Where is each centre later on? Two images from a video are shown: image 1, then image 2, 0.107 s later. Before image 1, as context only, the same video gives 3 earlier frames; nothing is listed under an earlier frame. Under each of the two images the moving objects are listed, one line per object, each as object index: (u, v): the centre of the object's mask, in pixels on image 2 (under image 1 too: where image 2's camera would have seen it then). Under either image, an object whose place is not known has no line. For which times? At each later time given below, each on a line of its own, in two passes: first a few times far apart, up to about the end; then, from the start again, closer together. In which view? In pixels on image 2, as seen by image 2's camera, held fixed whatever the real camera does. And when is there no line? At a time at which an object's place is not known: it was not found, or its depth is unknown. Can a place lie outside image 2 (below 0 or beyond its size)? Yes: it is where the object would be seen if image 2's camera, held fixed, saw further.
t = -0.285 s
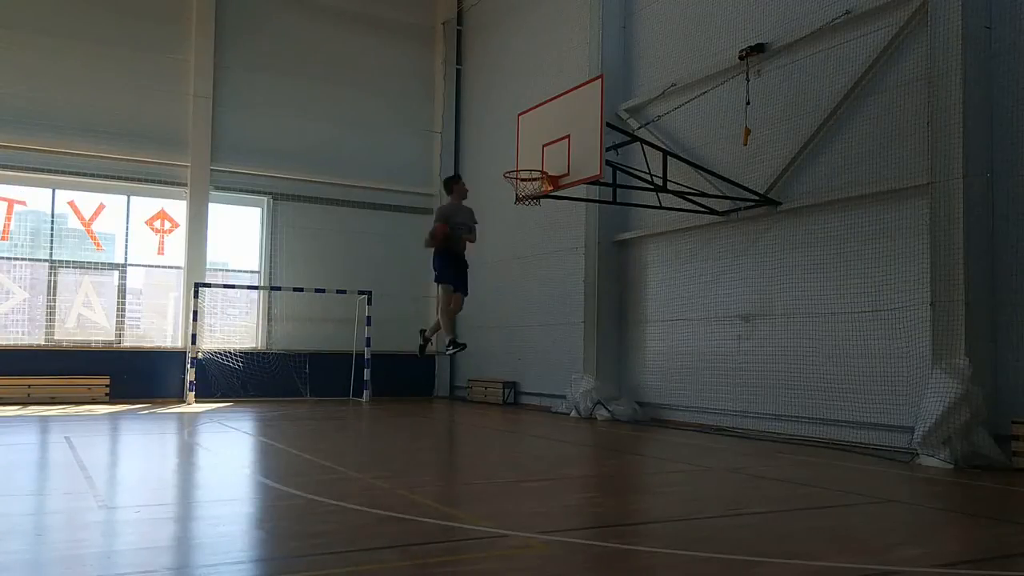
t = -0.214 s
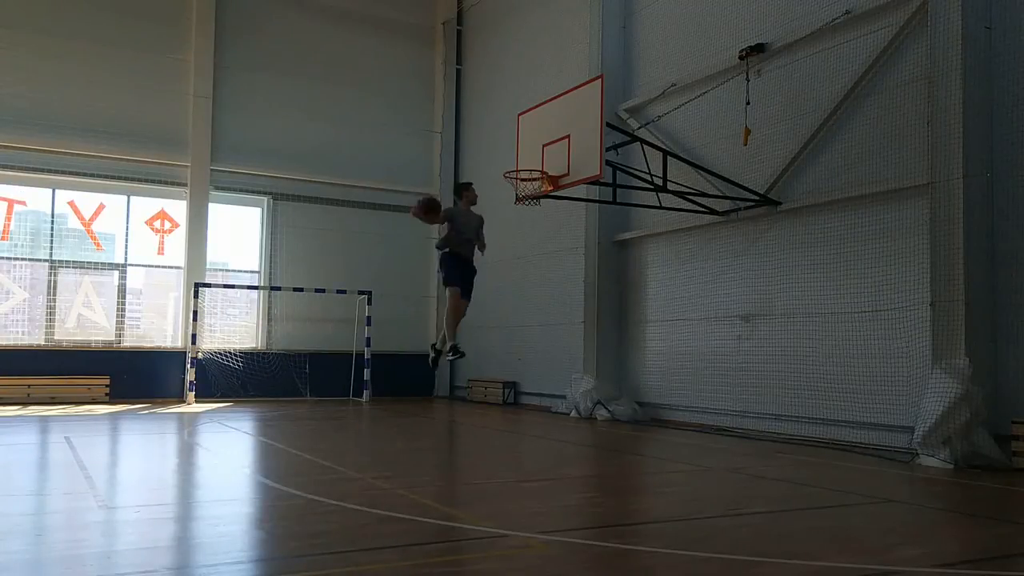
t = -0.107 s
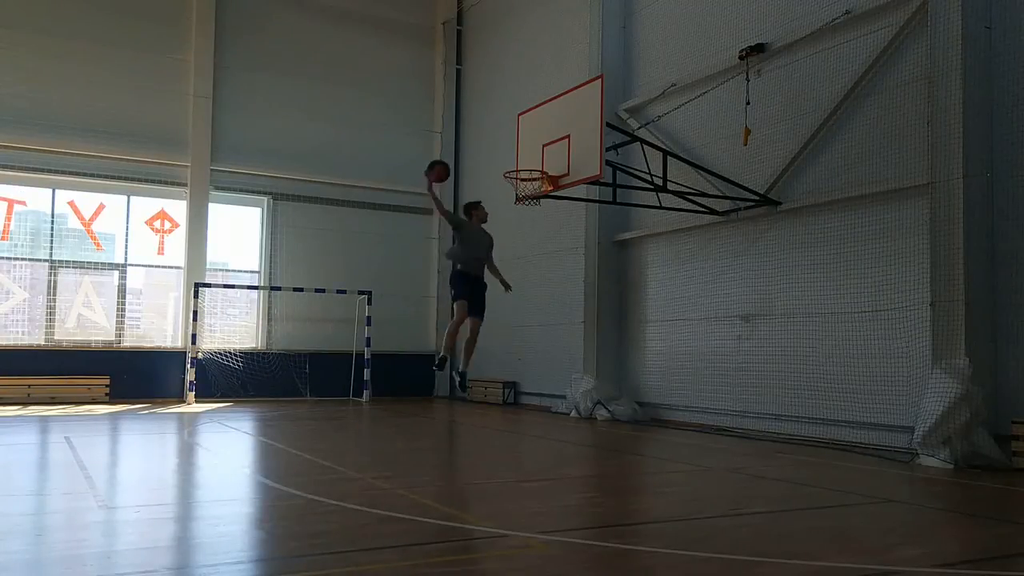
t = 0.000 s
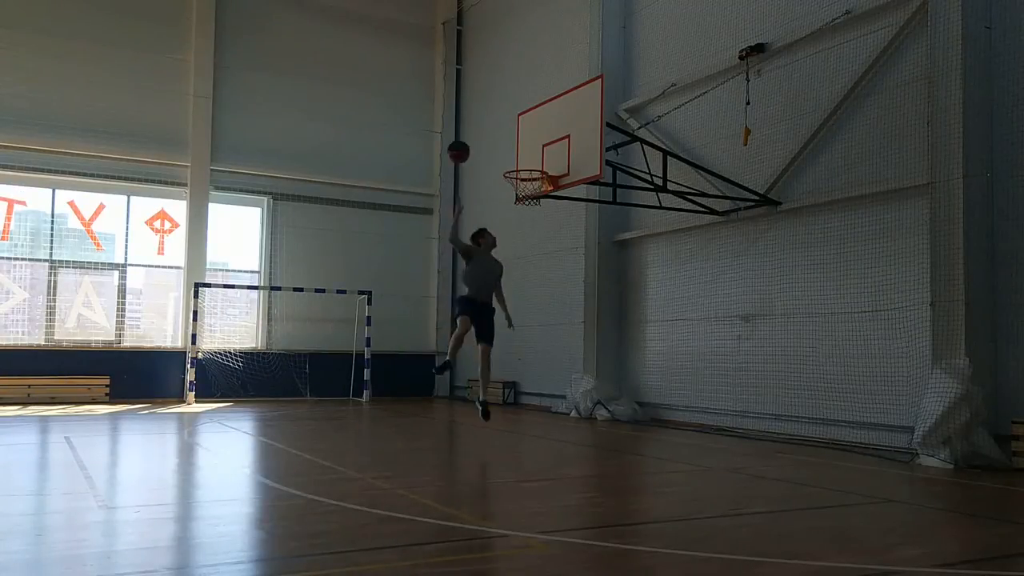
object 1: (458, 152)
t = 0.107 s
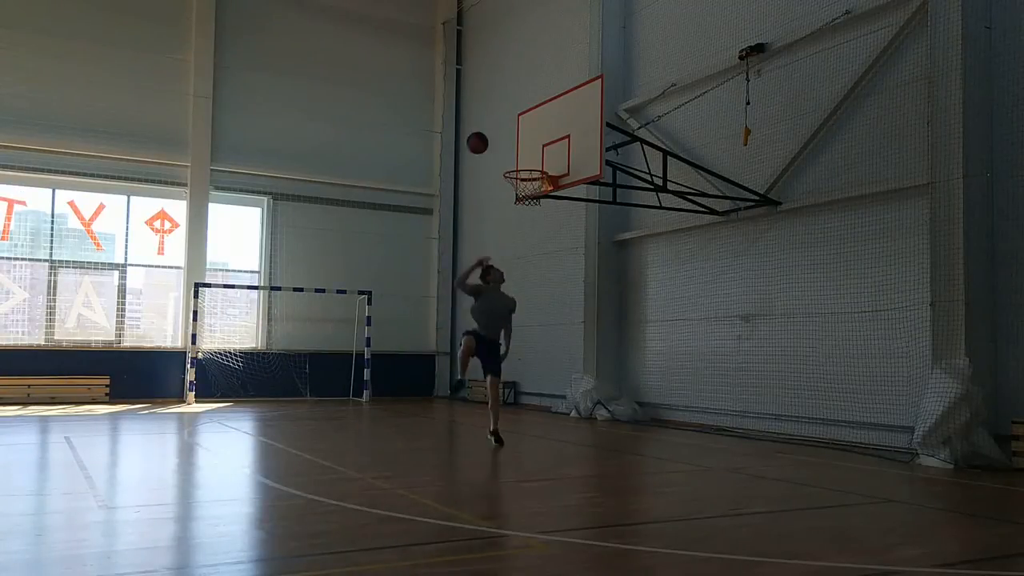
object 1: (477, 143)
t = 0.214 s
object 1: (495, 143)
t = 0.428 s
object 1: (527, 170)
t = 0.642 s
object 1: (486, 213)
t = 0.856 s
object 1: (435, 289)
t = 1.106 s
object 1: (368, 418)
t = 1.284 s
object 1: (341, 351)
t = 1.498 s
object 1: (306, 303)
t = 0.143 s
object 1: (483, 142)
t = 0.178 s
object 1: (489, 142)
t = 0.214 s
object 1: (495, 143)
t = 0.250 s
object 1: (501, 145)
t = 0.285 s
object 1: (506, 148)
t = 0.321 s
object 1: (512, 152)
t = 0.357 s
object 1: (517, 158)
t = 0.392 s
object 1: (522, 163)
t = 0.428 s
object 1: (527, 170)
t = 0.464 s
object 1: (529, 176)
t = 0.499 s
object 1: (522, 182)
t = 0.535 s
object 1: (511, 189)
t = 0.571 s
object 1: (504, 196)
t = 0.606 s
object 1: (495, 204)
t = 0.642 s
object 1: (486, 213)
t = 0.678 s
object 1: (478, 224)
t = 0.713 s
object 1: (470, 234)
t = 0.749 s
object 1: (461, 247)
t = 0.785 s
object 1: (452, 260)
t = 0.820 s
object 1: (444, 274)
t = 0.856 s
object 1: (435, 289)
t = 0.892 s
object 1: (427, 305)
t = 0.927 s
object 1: (418, 322)
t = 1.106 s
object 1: (368, 418)
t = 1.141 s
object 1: (362, 402)
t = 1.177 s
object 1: (356, 389)
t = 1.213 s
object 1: (351, 374)
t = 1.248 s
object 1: (345, 362)
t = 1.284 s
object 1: (341, 351)
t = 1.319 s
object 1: (335, 340)
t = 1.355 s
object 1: (330, 331)
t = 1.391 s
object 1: (324, 322)
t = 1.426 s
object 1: (318, 315)
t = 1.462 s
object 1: (312, 309)
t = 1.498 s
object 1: (306, 303)
